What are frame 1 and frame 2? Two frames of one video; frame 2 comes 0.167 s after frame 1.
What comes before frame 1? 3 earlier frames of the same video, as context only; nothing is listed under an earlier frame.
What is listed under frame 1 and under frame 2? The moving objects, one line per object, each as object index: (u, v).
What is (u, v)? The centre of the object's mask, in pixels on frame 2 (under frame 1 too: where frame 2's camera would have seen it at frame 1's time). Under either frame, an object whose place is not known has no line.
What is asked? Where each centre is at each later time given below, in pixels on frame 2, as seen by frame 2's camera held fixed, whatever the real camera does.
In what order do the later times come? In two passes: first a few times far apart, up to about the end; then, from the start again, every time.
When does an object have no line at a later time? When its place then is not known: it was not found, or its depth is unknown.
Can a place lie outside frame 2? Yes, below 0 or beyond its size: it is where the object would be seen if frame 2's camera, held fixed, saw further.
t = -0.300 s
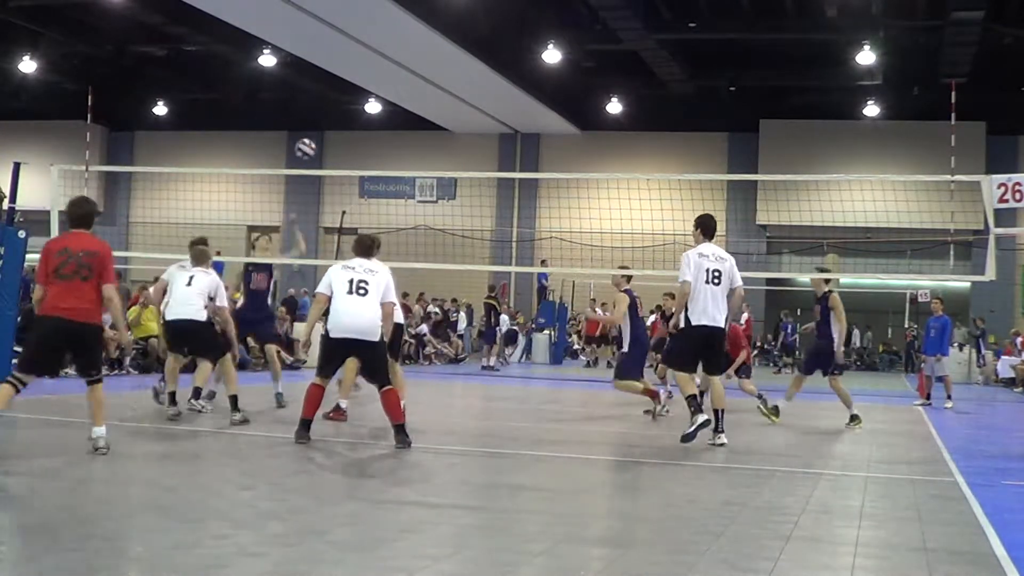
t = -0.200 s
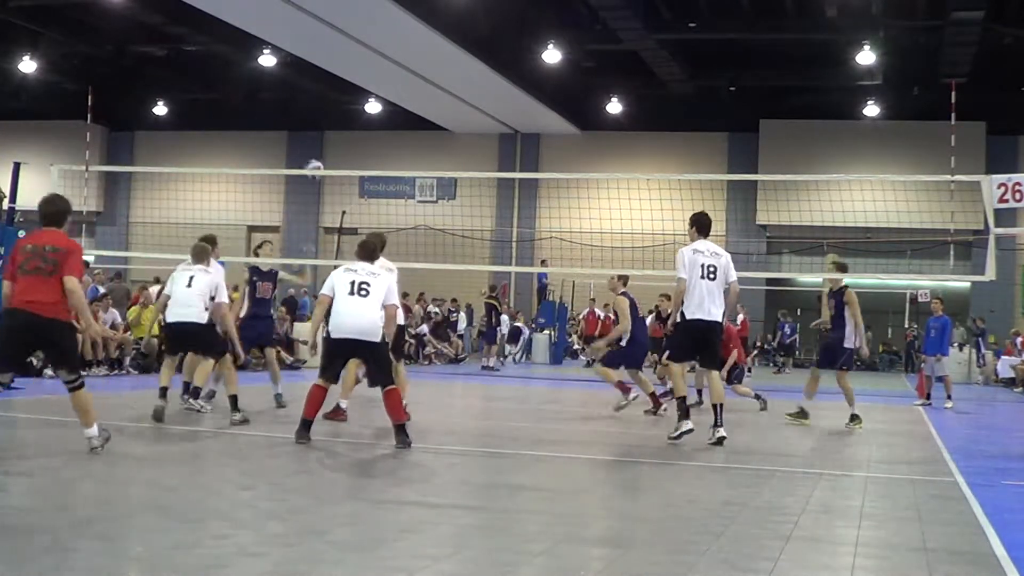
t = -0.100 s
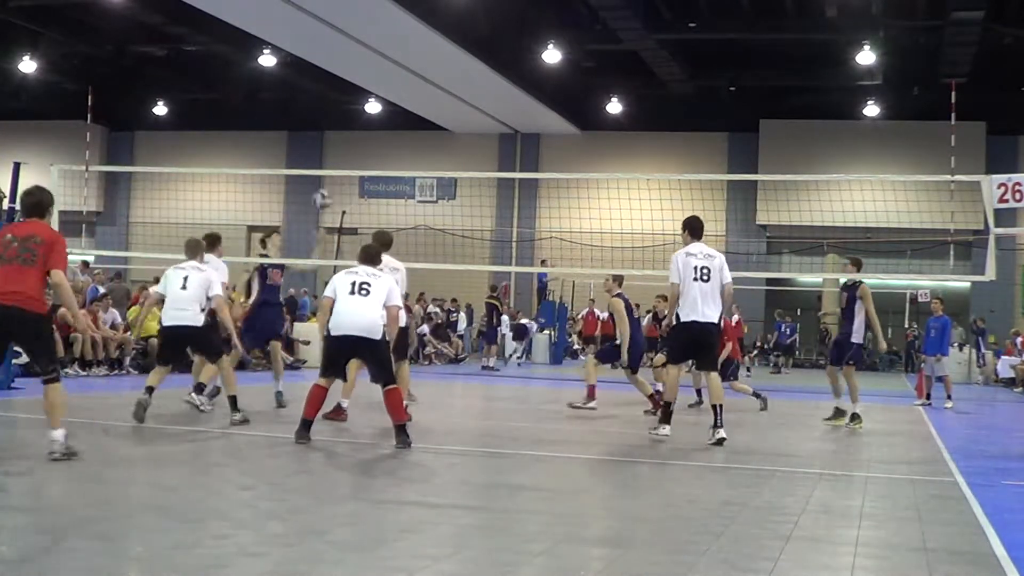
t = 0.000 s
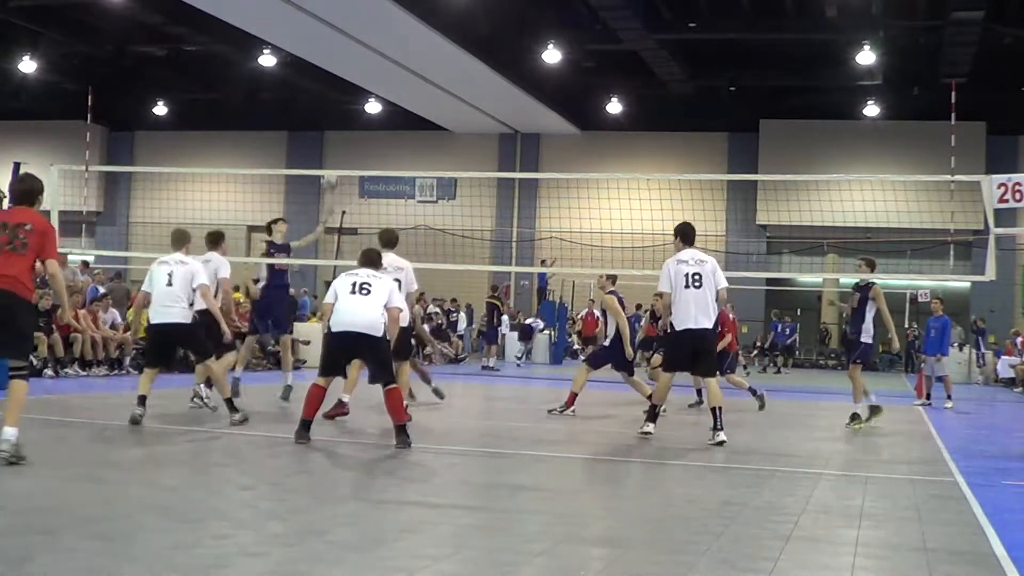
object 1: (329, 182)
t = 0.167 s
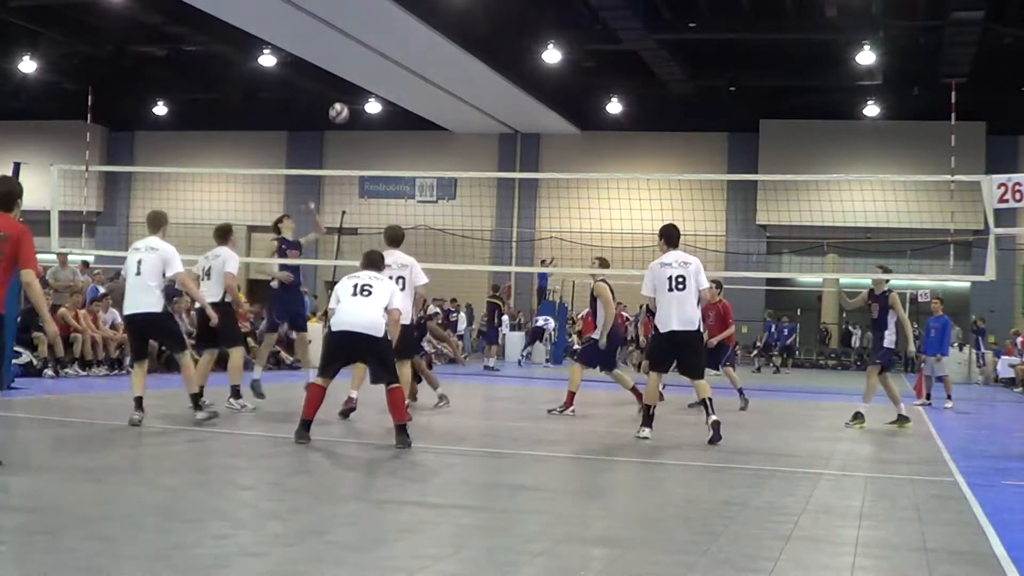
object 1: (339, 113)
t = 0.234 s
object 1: (343, 93)
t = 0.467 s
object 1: (352, 53)
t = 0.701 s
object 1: (359, 61)
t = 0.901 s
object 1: (361, 106)
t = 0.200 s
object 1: (340, 103)
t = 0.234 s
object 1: (343, 93)
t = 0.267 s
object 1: (344, 84)
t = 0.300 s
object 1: (345, 77)
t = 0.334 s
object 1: (346, 70)
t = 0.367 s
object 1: (348, 64)
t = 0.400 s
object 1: (349, 60)
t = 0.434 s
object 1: (350, 57)
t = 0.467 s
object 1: (352, 53)
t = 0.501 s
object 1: (353, 51)
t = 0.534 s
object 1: (354, 51)
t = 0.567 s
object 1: (355, 51)
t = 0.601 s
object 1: (357, 52)
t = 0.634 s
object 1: (357, 54)
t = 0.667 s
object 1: (358, 57)
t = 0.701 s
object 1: (359, 61)
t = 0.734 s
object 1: (359, 66)
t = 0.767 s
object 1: (360, 72)
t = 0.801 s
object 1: (362, 80)
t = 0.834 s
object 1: (361, 88)
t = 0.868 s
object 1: (362, 96)
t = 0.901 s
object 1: (361, 106)
